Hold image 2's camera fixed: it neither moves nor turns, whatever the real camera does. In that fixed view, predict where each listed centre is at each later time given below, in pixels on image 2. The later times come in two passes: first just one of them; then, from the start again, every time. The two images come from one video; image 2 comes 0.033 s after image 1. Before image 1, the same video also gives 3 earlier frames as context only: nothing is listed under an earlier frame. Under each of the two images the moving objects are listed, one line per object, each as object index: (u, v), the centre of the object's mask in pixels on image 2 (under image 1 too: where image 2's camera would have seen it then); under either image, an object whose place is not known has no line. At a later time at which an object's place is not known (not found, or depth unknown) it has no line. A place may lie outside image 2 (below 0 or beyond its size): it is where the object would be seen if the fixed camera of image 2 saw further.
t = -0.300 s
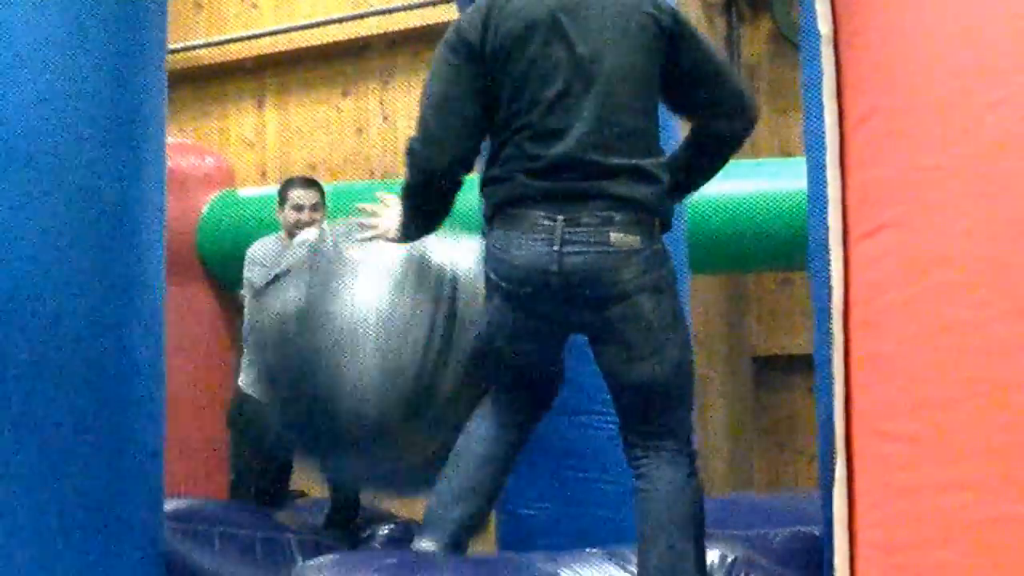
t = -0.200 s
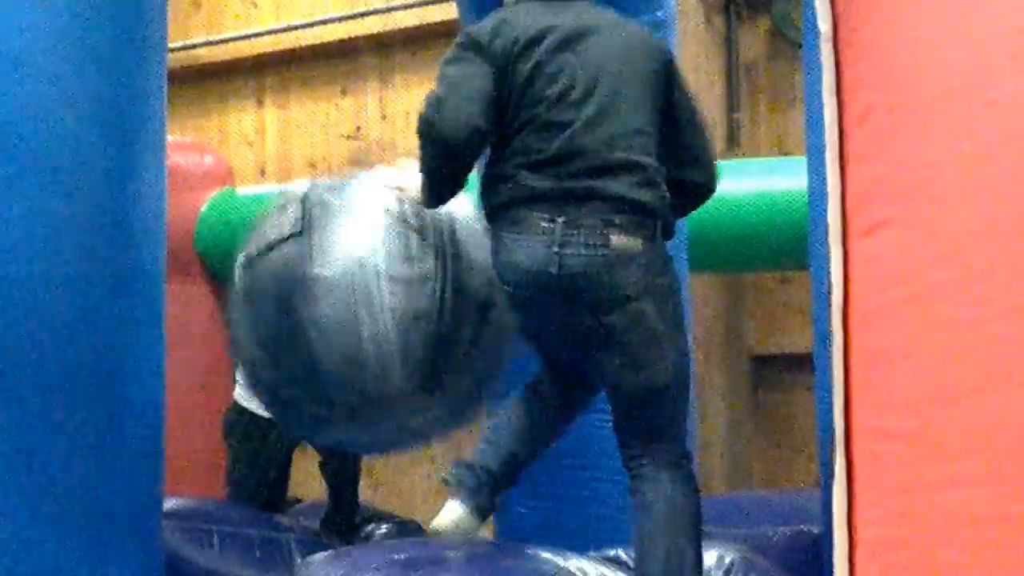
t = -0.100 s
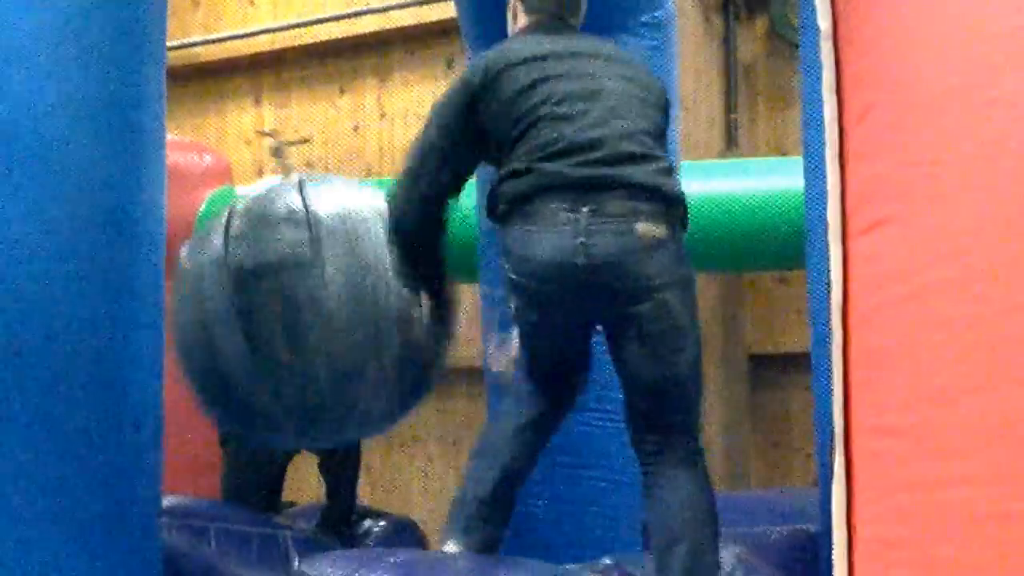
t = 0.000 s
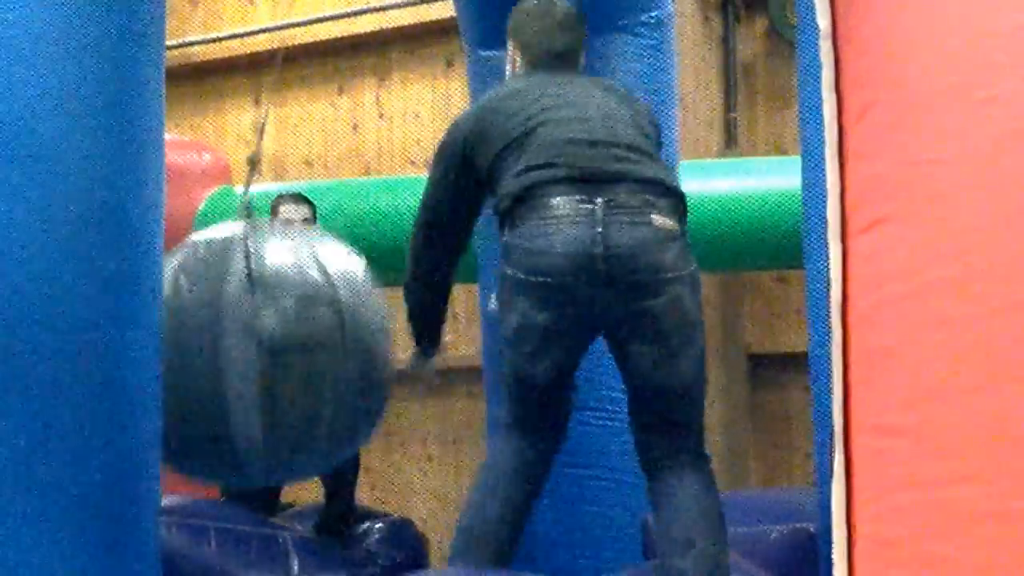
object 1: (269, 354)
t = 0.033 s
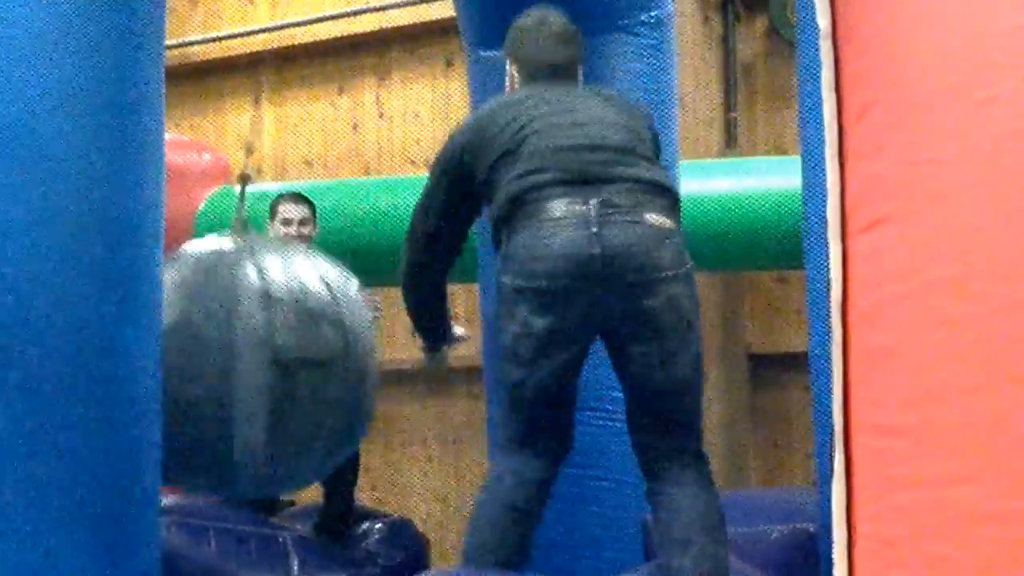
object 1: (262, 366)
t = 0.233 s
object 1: (233, 424)
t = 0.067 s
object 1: (256, 377)
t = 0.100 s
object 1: (247, 391)
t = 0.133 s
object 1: (244, 403)
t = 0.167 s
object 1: (240, 415)
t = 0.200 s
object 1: (237, 422)
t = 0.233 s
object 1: (233, 424)
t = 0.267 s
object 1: (233, 414)
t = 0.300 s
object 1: (231, 411)
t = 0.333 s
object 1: (231, 407)
